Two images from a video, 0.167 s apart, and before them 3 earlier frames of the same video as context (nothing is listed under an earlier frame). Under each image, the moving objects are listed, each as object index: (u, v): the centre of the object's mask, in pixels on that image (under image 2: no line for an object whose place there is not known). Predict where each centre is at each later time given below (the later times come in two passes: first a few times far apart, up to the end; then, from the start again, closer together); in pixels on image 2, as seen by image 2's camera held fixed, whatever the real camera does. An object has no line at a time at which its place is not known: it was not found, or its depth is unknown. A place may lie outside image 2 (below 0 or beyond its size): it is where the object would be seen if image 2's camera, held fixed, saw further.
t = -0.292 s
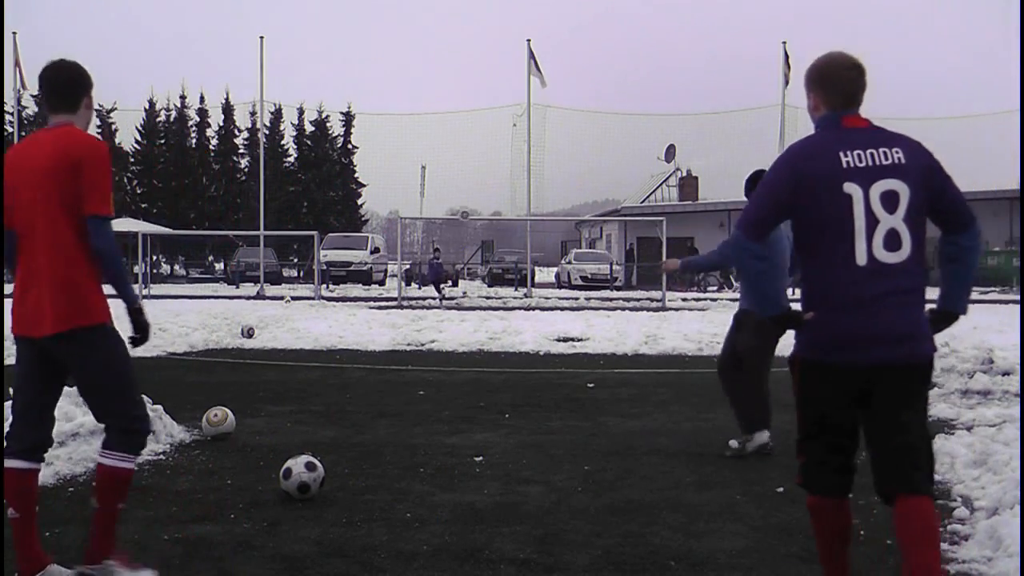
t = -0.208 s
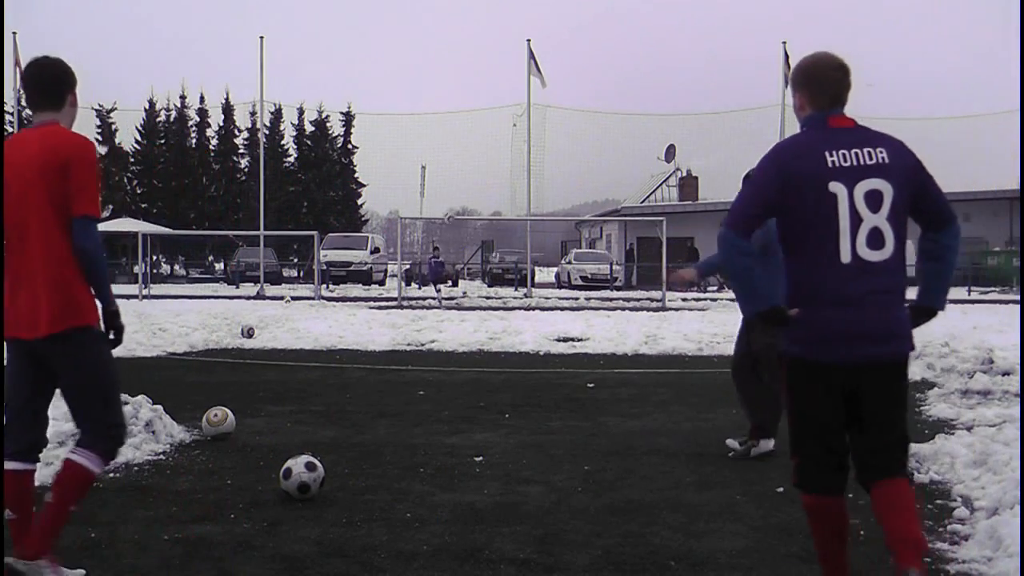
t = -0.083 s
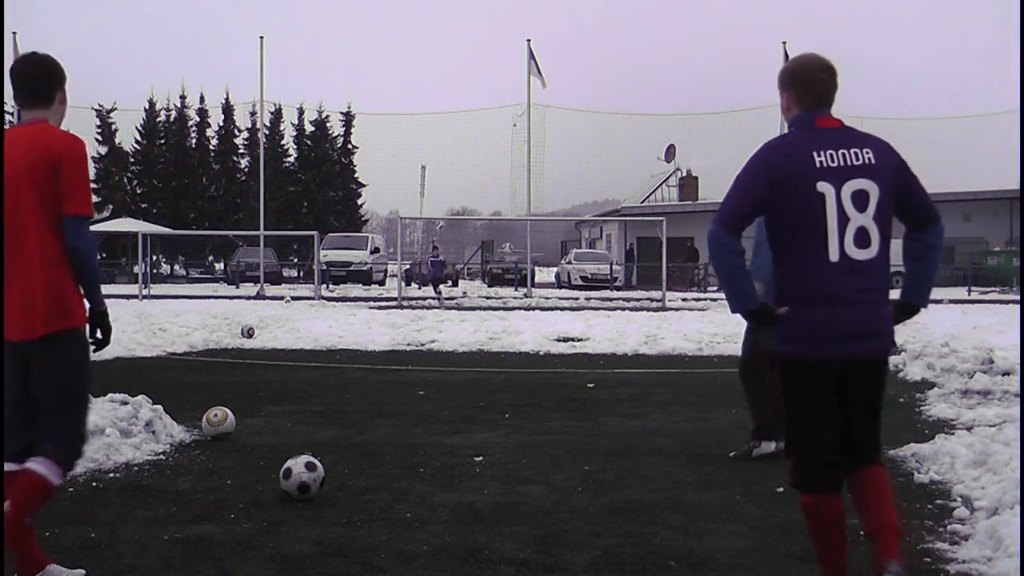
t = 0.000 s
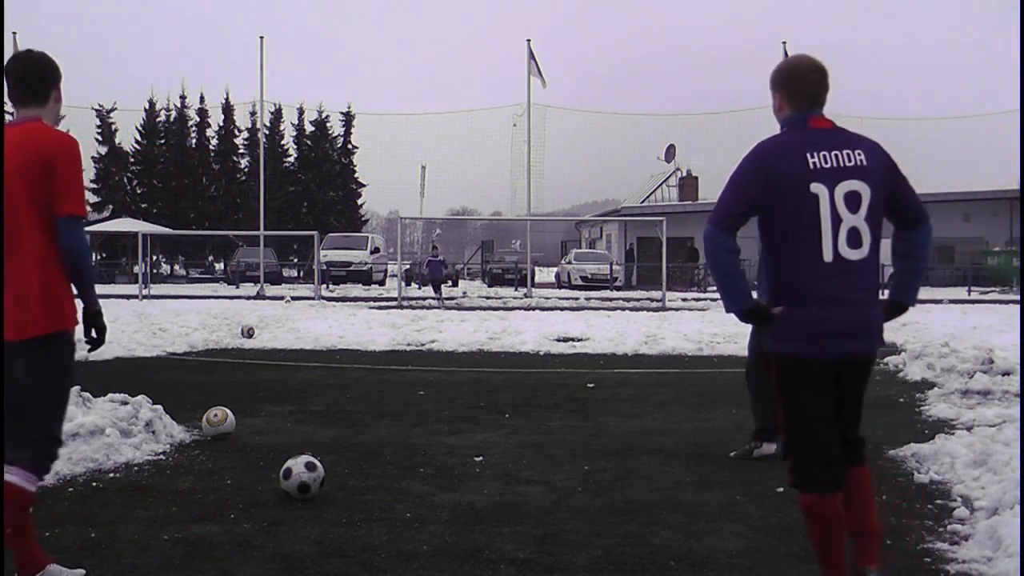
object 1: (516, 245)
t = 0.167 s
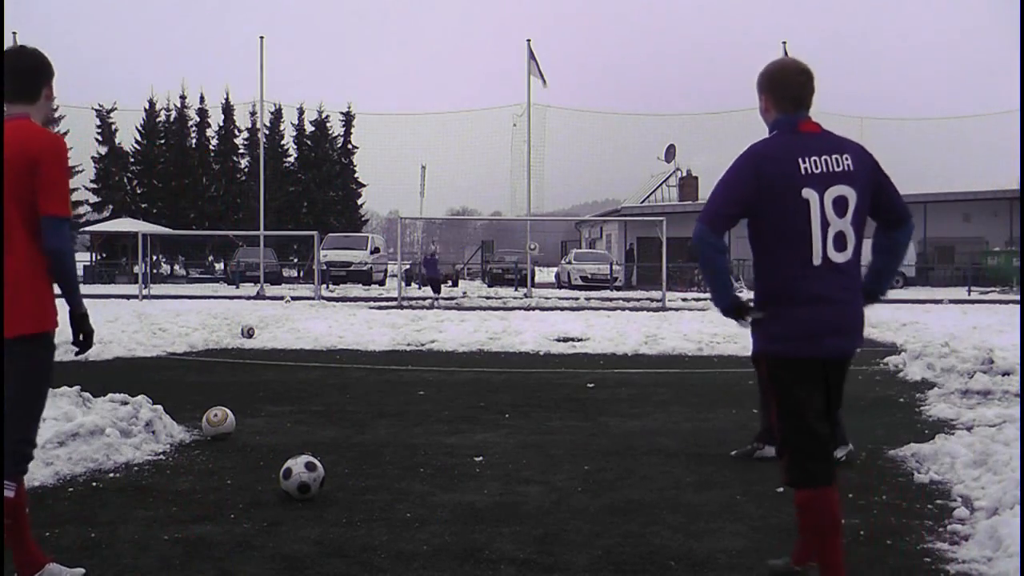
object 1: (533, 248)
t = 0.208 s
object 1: (537, 250)
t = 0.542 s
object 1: (571, 318)
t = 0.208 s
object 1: (537, 250)
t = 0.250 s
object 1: (542, 257)
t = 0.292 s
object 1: (545, 260)
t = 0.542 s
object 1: (571, 318)
